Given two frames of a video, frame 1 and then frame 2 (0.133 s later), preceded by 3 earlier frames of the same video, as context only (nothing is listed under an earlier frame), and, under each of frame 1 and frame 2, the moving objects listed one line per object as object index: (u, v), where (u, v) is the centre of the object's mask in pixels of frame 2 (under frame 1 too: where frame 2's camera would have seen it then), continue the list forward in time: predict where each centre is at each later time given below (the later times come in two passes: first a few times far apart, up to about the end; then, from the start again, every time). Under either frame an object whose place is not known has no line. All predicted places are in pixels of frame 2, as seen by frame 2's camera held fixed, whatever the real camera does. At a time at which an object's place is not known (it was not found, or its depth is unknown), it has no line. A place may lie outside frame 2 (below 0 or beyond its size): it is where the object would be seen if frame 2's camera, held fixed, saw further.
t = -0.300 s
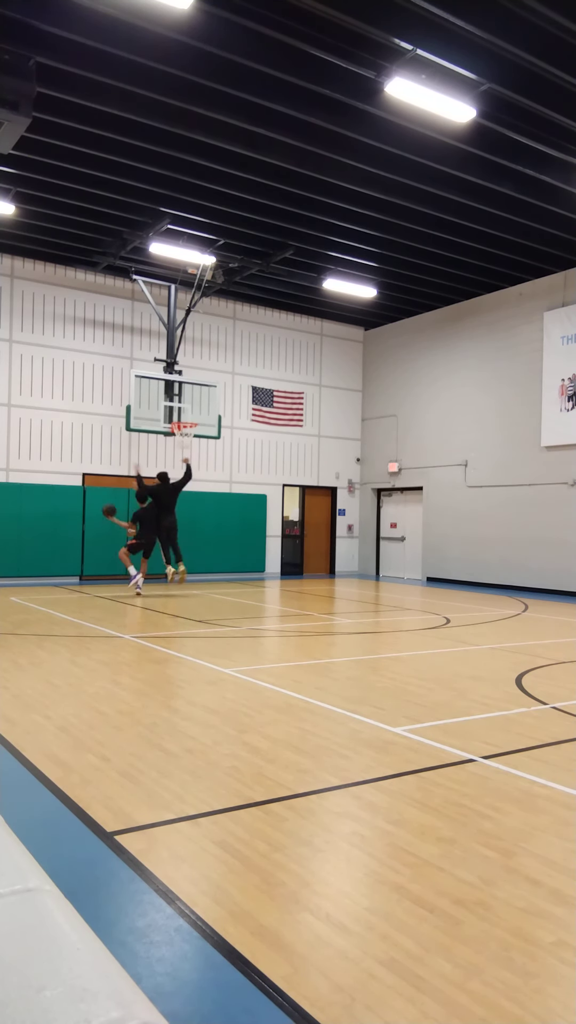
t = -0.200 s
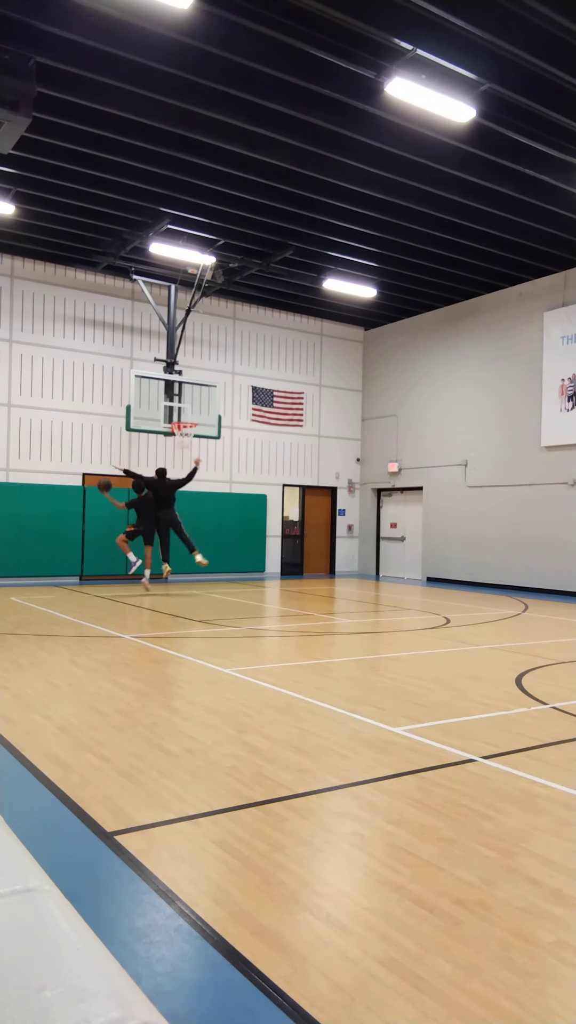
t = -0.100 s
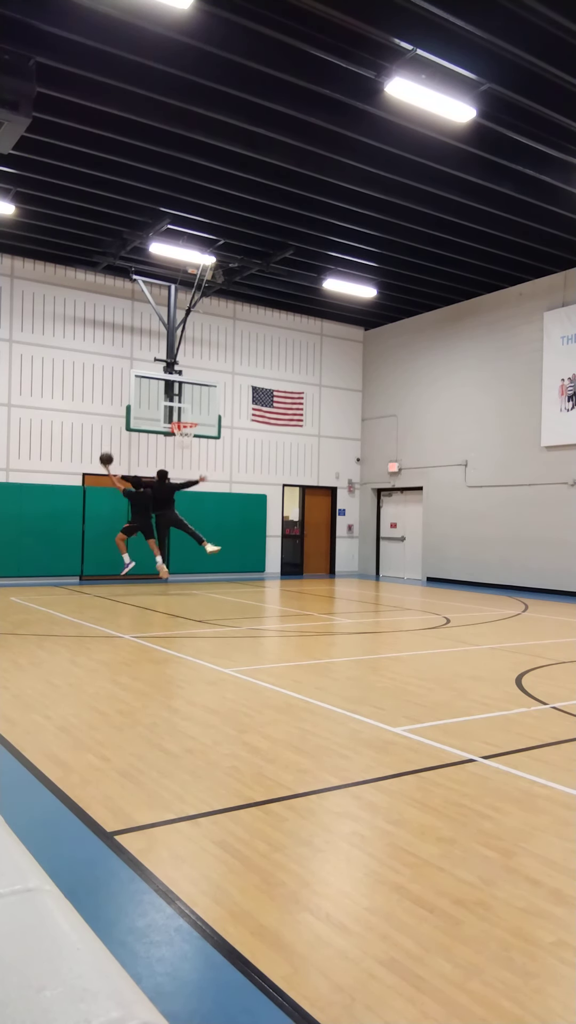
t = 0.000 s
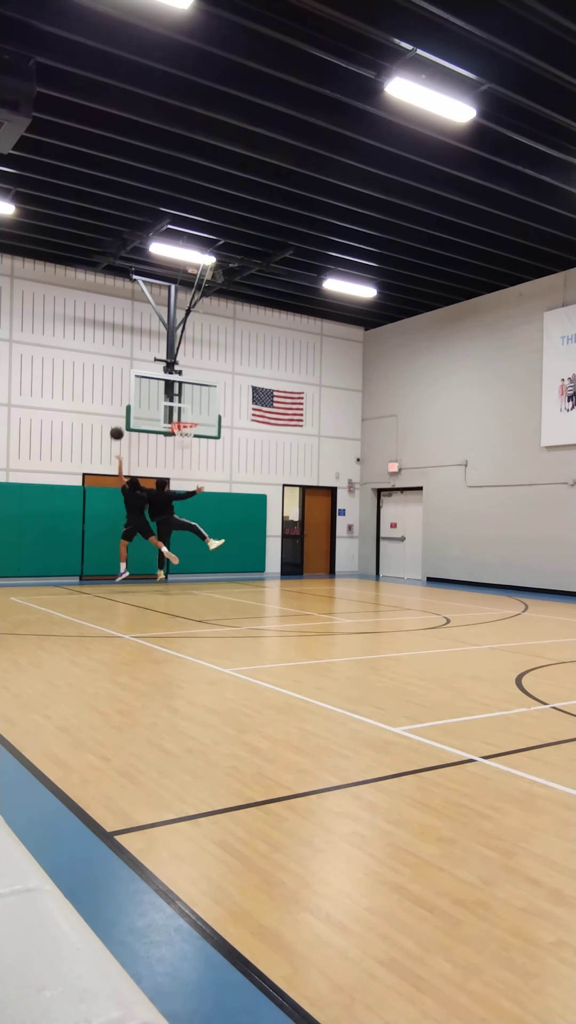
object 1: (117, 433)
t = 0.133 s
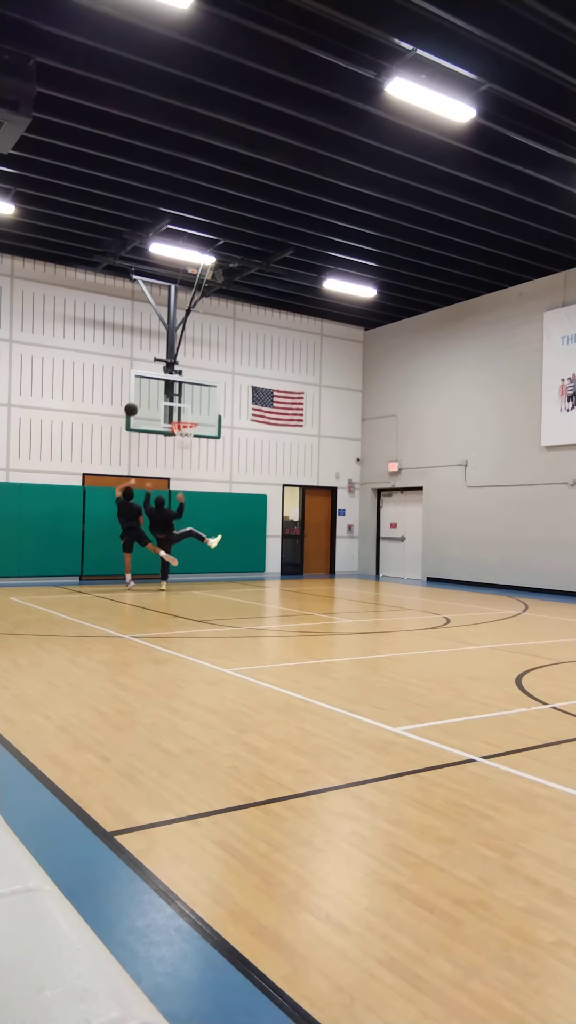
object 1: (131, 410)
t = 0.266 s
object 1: (144, 397)
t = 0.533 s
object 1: (169, 399)
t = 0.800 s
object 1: (187, 413)
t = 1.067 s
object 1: (199, 416)
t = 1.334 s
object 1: (211, 424)
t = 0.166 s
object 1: (134, 405)
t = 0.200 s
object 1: (138, 402)
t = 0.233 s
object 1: (141, 399)
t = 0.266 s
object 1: (144, 397)
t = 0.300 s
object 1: (147, 395)
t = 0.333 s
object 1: (151, 394)
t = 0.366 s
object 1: (154, 393)
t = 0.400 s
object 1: (157, 393)
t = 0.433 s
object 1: (160, 394)
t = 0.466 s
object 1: (163, 395)
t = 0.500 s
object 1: (166, 397)
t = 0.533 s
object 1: (169, 399)
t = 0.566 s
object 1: (172, 402)
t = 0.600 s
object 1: (175, 406)
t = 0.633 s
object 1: (177, 410)
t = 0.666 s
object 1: (180, 415)
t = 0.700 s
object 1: (182, 417)
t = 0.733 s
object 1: (184, 416)
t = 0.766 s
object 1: (186, 415)
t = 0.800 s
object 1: (187, 413)
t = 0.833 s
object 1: (188, 413)
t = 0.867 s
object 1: (190, 412)
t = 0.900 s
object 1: (191, 413)
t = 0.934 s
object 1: (193, 414)
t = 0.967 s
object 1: (194, 415)
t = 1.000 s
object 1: (196, 417)
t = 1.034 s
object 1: (197, 417)
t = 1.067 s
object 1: (199, 416)
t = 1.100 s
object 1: (200, 415)
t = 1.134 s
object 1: (202, 415)
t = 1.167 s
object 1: (203, 415)
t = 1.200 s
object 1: (205, 415)
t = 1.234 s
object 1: (206, 417)
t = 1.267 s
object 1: (208, 419)
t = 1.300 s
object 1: (209, 421)
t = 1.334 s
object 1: (211, 424)
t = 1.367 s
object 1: (212, 428)
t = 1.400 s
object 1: (213, 432)
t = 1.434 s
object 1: (215, 437)
